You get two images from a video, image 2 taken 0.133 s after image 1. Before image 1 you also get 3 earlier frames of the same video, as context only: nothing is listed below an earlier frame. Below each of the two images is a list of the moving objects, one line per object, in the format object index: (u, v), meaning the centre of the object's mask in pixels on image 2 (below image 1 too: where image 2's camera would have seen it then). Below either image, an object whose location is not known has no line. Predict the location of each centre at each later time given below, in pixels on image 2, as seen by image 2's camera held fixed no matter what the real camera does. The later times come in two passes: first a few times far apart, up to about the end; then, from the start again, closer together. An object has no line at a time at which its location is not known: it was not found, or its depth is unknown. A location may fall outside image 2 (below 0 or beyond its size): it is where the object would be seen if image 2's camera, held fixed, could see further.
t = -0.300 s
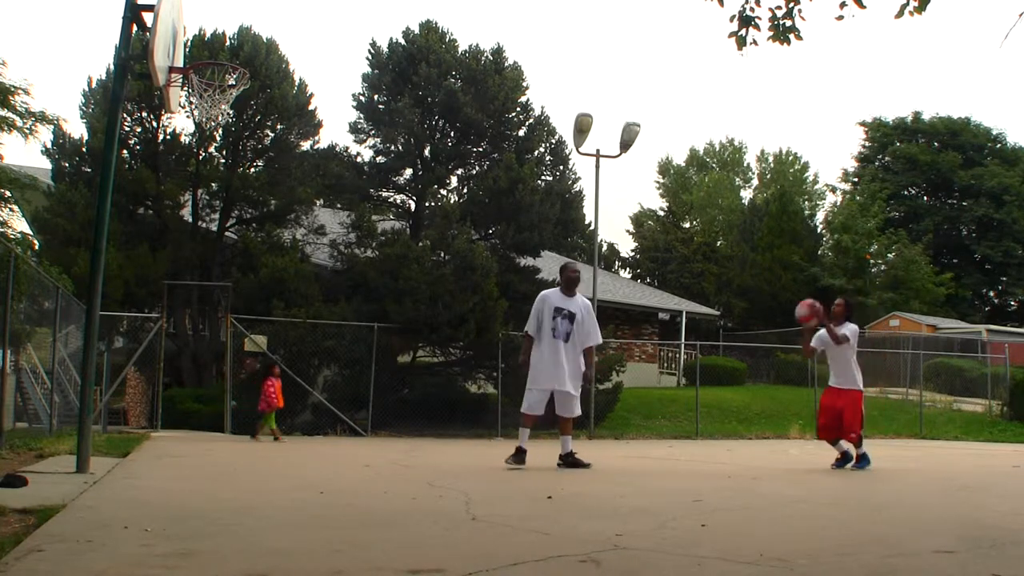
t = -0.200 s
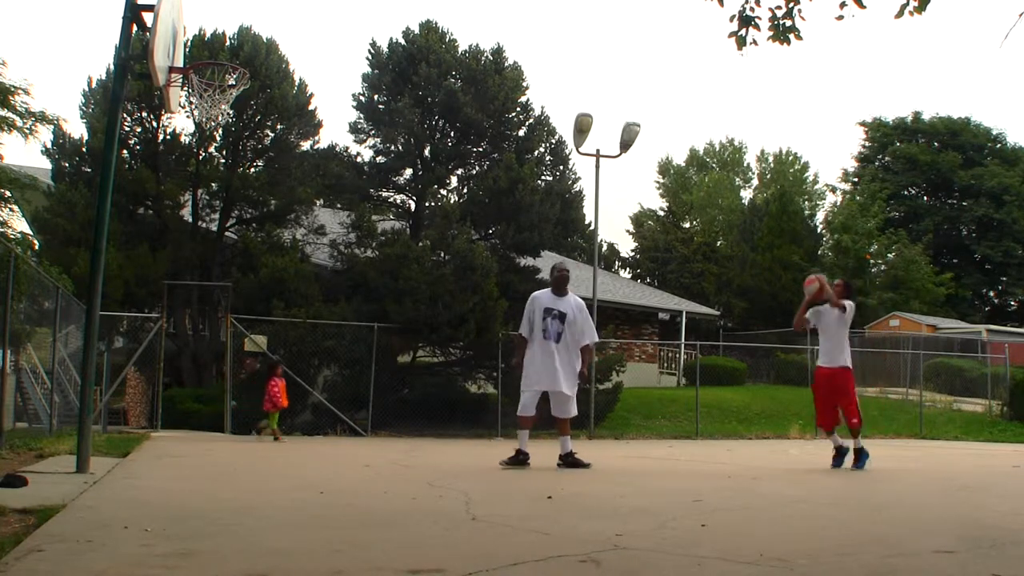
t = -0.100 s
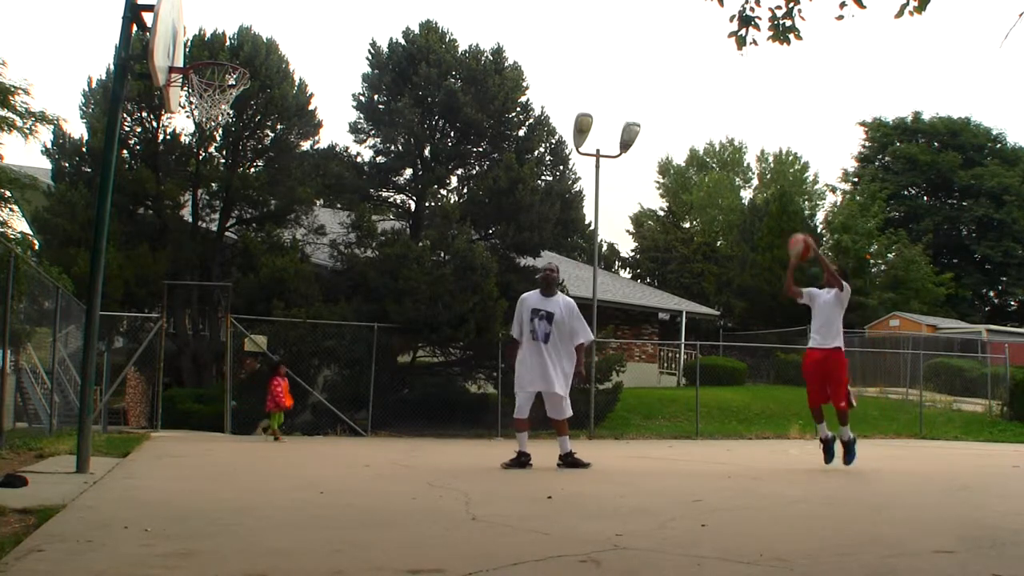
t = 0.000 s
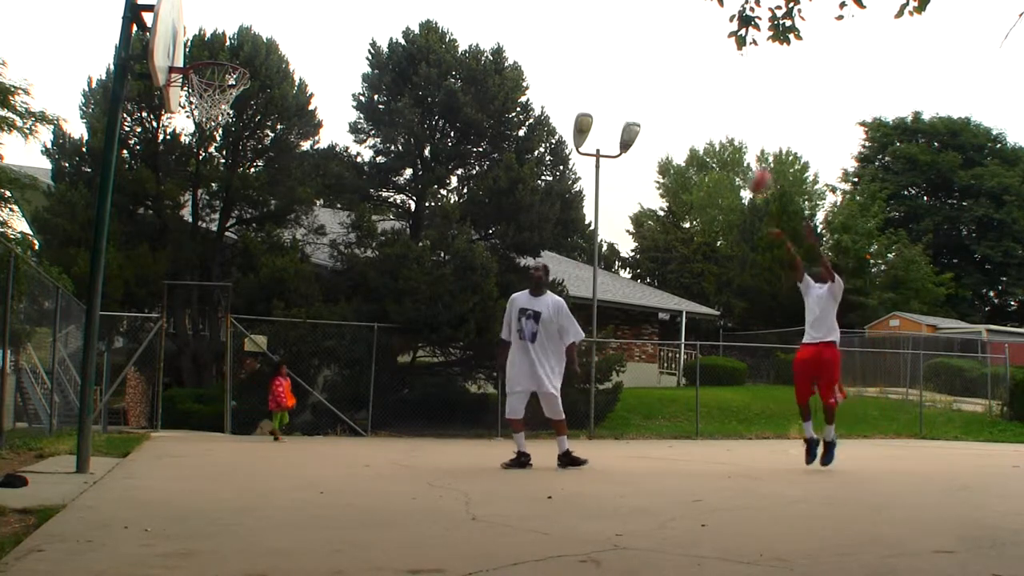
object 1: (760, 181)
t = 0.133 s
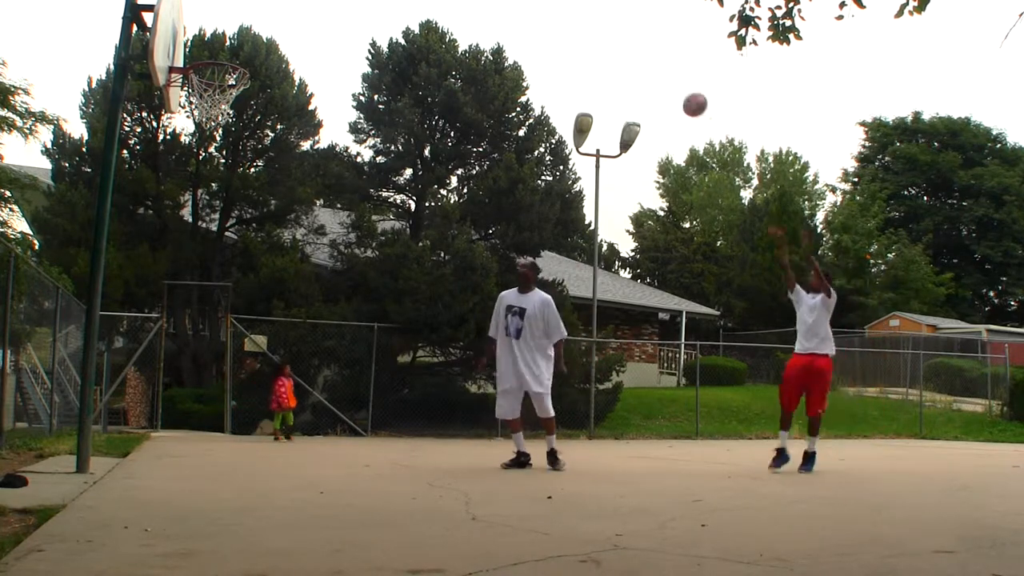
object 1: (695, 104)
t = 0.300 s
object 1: (612, 34)
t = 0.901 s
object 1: (294, 28)
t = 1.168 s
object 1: (186, 92)
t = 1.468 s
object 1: (165, 192)
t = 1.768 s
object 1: (138, 417)
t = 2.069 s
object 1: (158, 312)
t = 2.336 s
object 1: (183, 244)
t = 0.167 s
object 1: (678, 88)
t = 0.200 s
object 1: (662, 73)
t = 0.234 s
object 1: (645, 59)
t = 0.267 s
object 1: (629, 46)
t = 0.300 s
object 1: (612, 34)
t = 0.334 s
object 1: (595, 24)
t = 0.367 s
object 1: (579, 14)
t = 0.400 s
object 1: (562, 8)
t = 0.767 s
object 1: (370, 3)
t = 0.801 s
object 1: (352, 6)
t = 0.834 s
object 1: (333, 10)
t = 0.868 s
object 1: (314, 18)
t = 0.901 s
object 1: (294, 28)
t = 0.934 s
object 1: (275, 40)
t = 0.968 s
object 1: (254, 53)
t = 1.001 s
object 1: (238, 66)
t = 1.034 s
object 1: (217, 82)
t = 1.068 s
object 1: (198, 99)
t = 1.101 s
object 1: (189, 99)
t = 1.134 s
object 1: (188, 93)
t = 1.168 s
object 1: (186, 92)
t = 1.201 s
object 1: (184, 99)
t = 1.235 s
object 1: (183, 105)
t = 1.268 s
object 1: (181, 114)
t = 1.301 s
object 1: (178, 123)
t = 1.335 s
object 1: (175, 135)
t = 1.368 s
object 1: (174, 148)
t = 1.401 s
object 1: (171, 159)
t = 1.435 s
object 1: (168, 172)
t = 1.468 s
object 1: (165, 192)
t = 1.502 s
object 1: (161, 211)
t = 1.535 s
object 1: (158, 230)
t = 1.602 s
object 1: (152, 276)
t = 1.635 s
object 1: (149, 300)
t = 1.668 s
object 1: (147, 326)
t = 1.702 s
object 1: (143, 356)
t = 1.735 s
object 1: (141, 384)
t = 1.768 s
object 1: (138, 417)
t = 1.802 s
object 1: (134, 450)
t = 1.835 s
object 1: (135, 450)
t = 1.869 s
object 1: (138, 426)
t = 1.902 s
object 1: (142, 403)
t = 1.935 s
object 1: (144, 381)
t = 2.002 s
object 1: (152, 344)
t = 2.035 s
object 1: (154, 327)
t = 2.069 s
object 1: (158, 312)
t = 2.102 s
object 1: (162, 298)
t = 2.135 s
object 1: (165, 286)
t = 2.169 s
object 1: (168, 275)
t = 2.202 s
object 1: (172, 265)
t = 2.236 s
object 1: (175, 257)
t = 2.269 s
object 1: (178, 251)
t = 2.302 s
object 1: (181, 246)
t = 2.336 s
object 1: (183, 244)
